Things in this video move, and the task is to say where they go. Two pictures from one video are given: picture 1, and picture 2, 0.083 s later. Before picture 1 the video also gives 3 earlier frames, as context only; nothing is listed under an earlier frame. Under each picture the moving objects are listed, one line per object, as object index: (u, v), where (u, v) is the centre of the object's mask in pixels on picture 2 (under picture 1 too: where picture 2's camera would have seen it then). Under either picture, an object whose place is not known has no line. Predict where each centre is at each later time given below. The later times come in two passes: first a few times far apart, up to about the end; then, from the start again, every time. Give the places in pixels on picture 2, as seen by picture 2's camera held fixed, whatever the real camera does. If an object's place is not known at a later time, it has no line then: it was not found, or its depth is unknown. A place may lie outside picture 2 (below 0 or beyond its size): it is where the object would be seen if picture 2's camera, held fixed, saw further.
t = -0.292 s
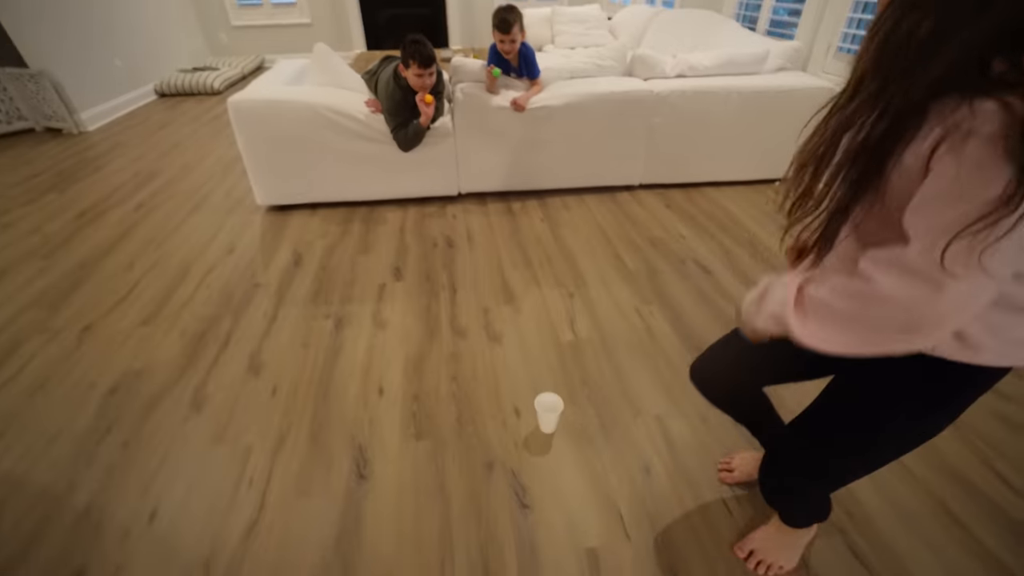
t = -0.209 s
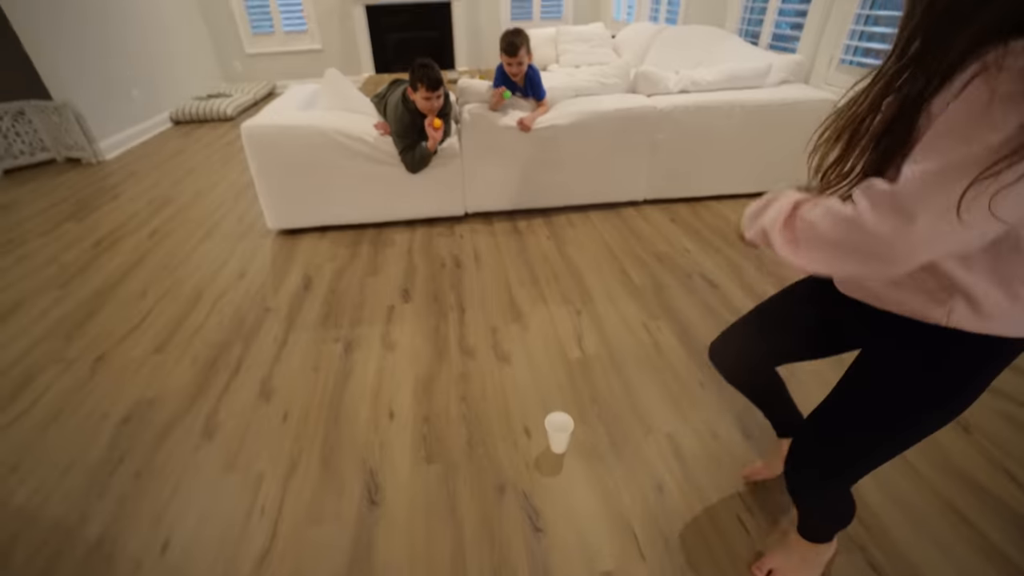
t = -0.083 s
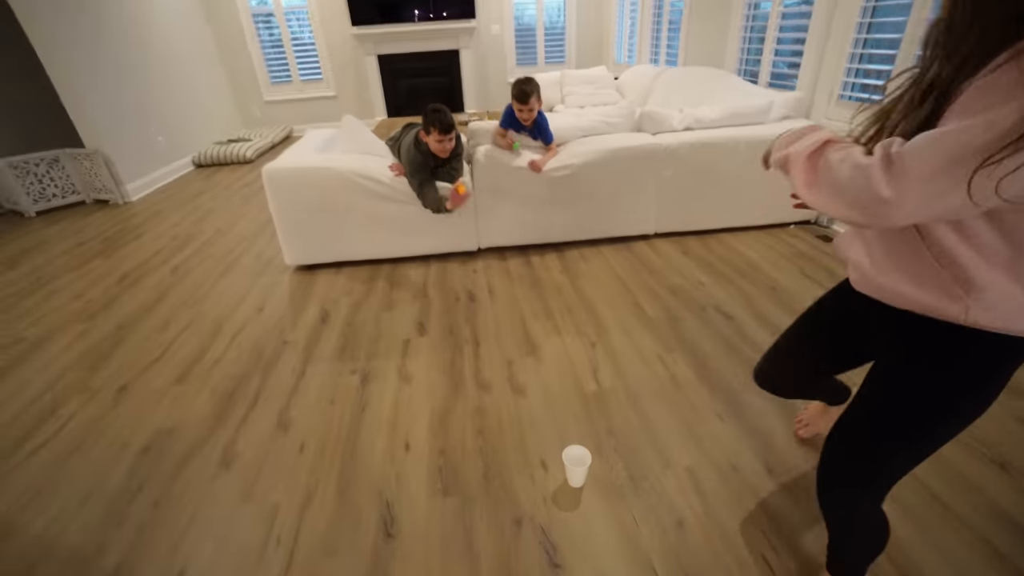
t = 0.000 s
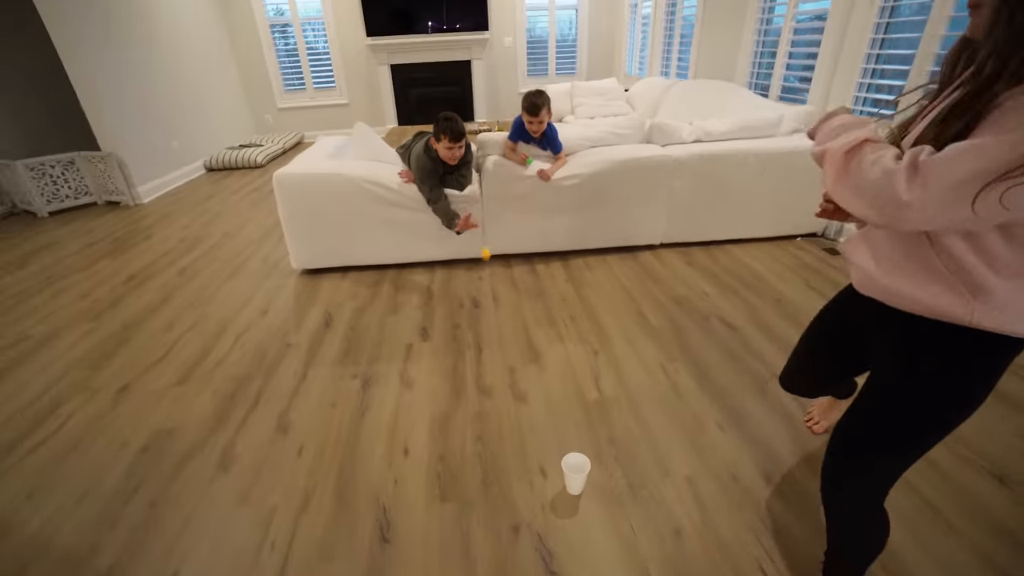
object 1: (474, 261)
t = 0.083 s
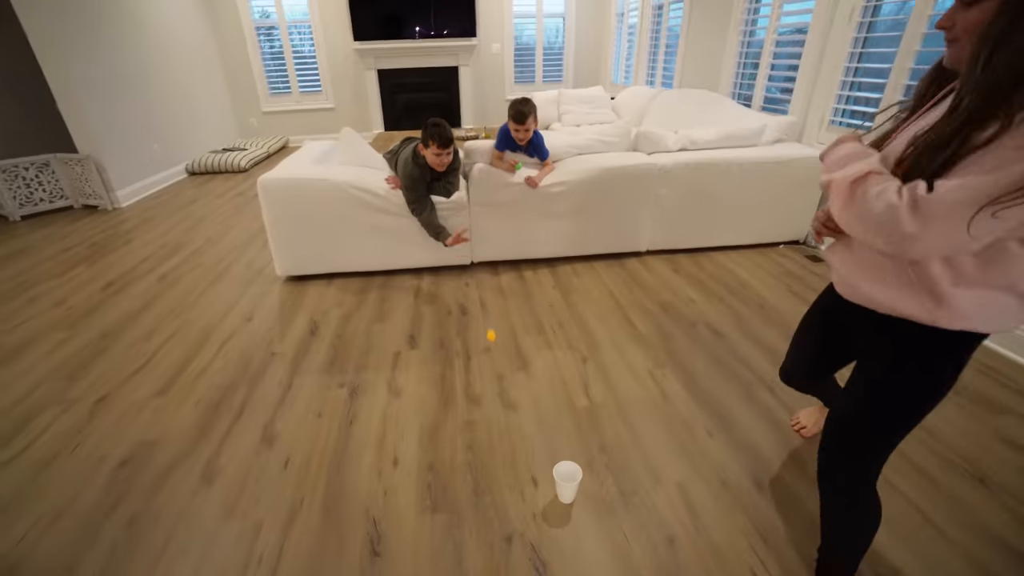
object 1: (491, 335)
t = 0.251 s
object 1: (513, 315)
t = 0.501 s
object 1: (554, 384)
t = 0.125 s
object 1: (496, 338)
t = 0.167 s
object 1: (501, 327)
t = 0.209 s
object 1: (507, 320)
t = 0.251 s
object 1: (513, 315)
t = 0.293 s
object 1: (519, 315)
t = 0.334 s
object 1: (526, 319)
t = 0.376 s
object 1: (534, 327)
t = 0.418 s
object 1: (540, 341)
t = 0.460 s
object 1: (547, 360)
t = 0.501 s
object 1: (554, 384)
